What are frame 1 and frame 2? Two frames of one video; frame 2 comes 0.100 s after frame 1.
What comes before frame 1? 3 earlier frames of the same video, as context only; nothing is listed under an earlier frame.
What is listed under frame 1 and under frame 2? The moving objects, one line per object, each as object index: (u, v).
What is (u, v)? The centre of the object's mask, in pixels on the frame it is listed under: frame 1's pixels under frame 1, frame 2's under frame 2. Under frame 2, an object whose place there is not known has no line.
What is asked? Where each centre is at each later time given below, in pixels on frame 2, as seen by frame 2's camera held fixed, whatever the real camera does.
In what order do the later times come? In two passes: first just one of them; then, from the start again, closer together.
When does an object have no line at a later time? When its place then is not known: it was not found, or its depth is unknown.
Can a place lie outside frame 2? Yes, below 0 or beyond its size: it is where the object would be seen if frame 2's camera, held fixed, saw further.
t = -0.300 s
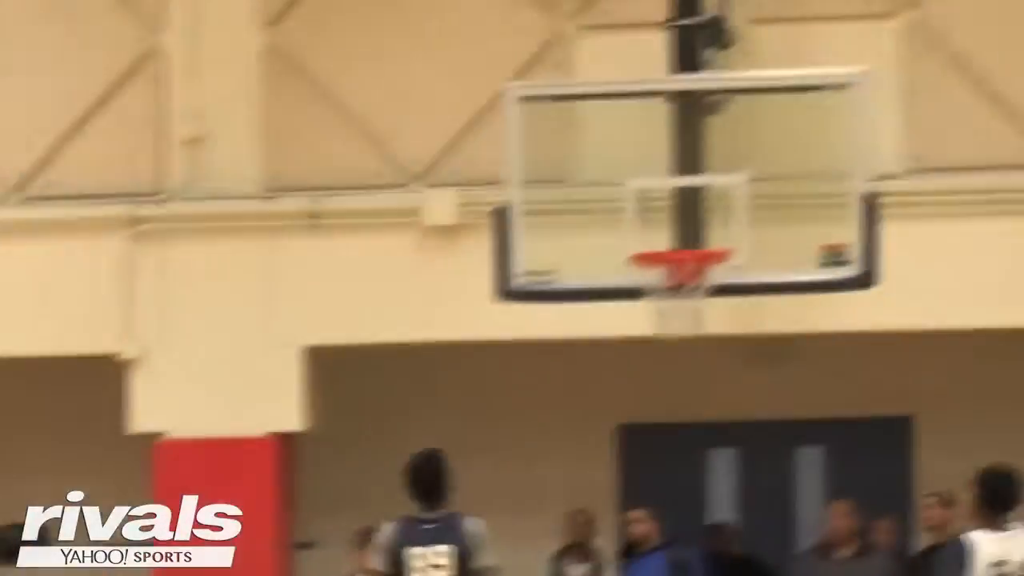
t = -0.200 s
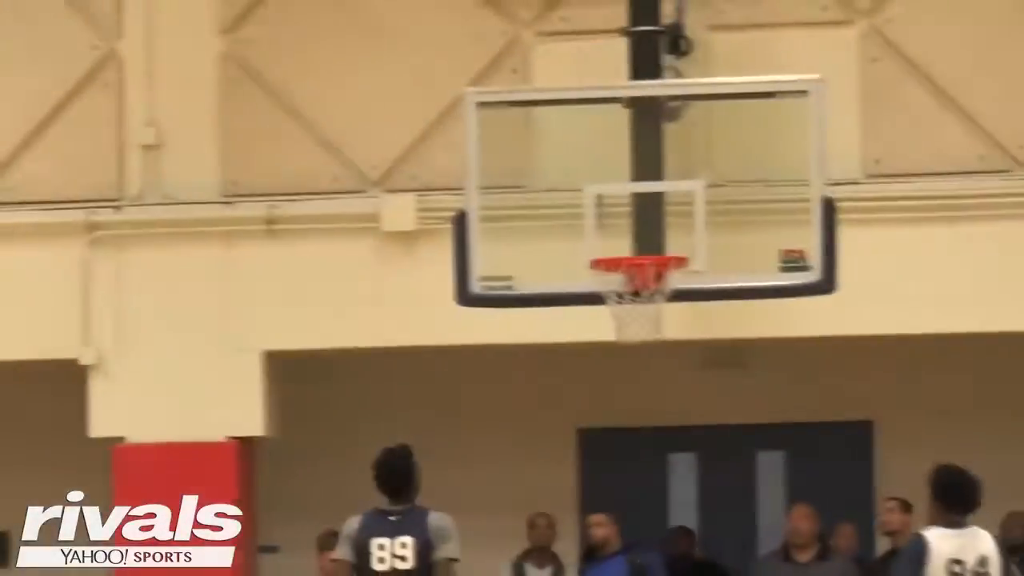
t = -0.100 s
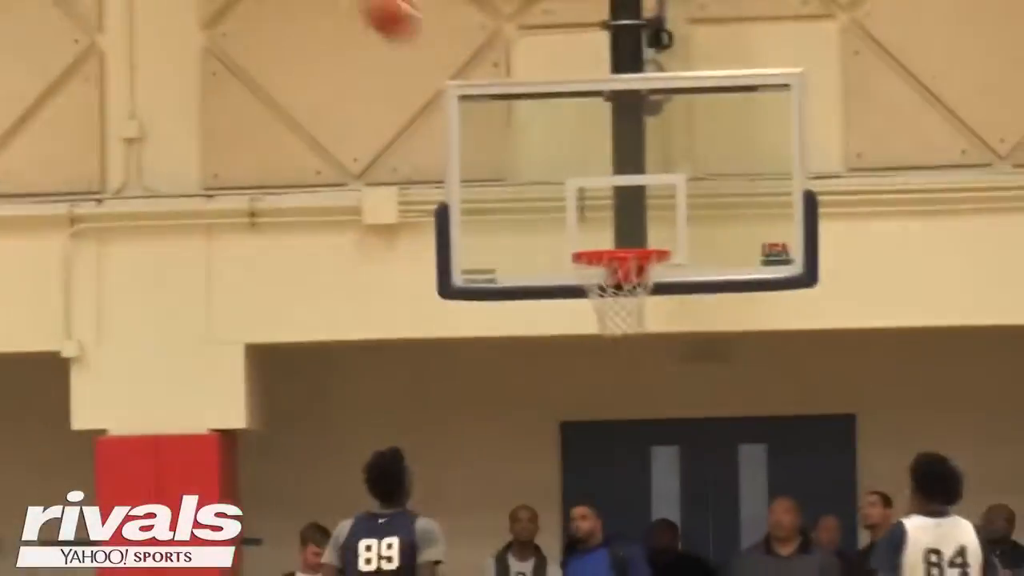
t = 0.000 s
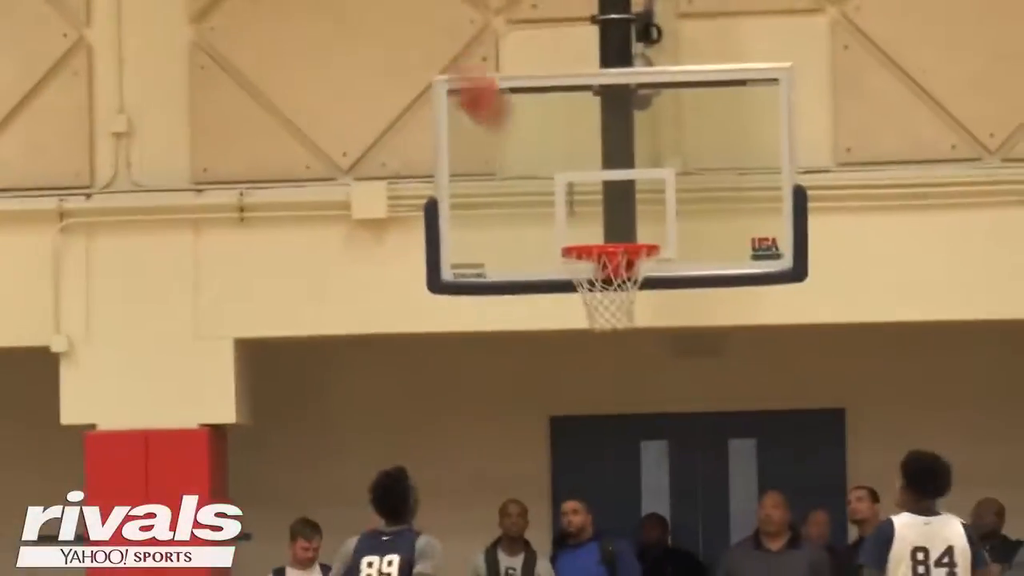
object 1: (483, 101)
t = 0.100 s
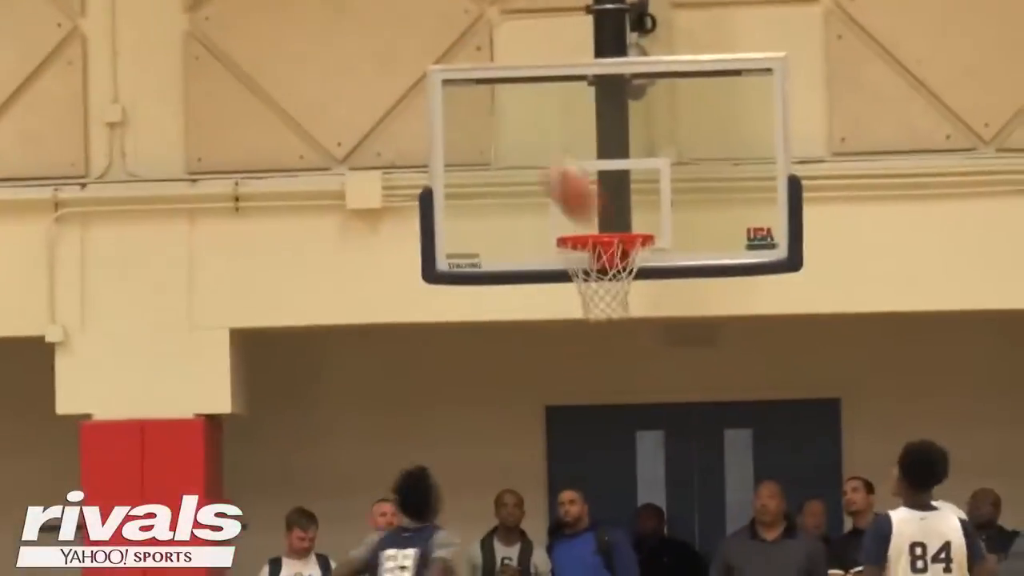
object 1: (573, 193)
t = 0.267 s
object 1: (638, 284)
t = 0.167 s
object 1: (635, 270)
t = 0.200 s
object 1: (644, 276)
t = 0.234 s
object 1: (642, 276)
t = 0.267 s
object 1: (638, 284)
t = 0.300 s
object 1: (637, 286)
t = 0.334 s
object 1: (634, 290)
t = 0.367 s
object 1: (634, 296)
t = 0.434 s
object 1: (631, 314)
